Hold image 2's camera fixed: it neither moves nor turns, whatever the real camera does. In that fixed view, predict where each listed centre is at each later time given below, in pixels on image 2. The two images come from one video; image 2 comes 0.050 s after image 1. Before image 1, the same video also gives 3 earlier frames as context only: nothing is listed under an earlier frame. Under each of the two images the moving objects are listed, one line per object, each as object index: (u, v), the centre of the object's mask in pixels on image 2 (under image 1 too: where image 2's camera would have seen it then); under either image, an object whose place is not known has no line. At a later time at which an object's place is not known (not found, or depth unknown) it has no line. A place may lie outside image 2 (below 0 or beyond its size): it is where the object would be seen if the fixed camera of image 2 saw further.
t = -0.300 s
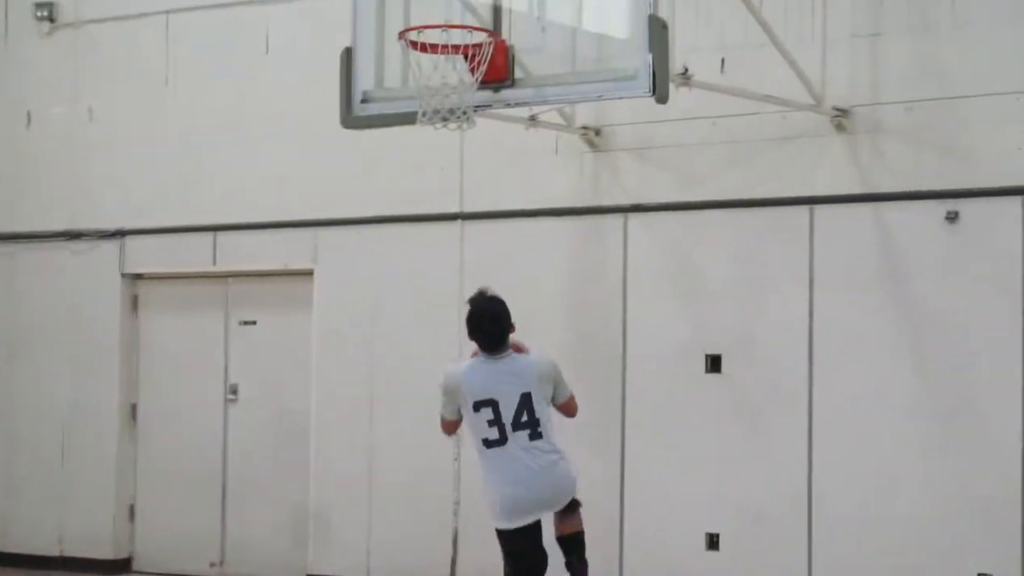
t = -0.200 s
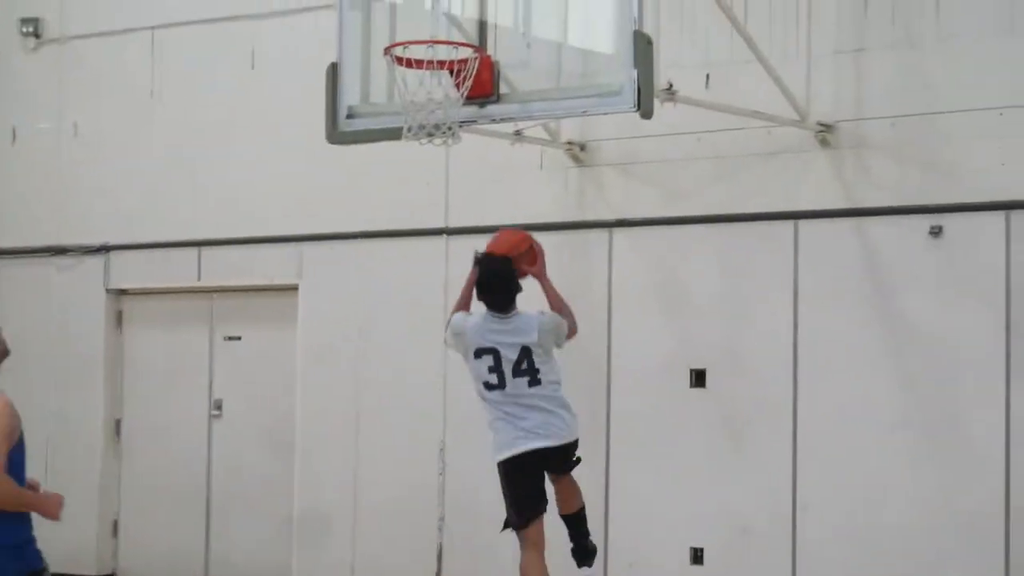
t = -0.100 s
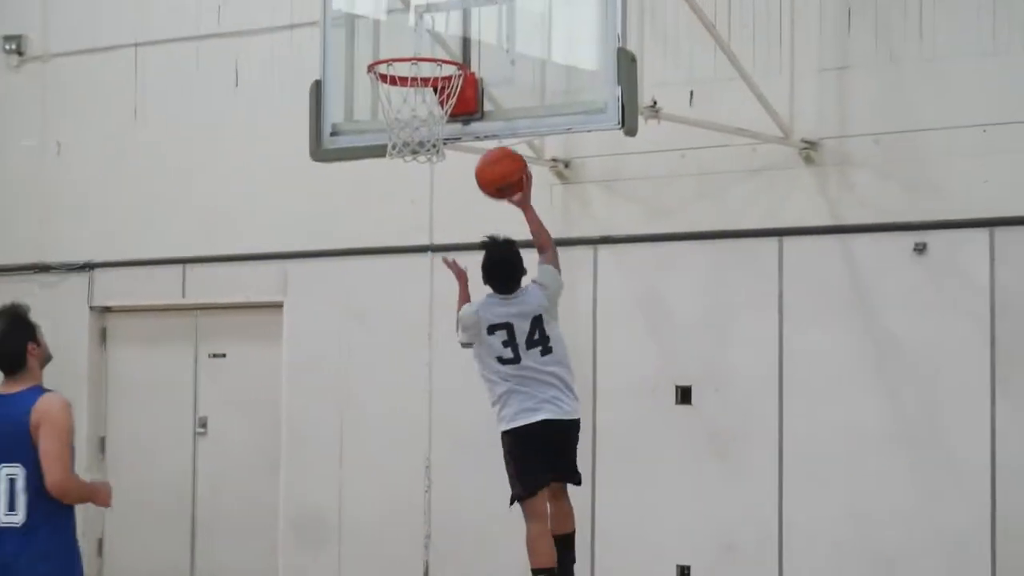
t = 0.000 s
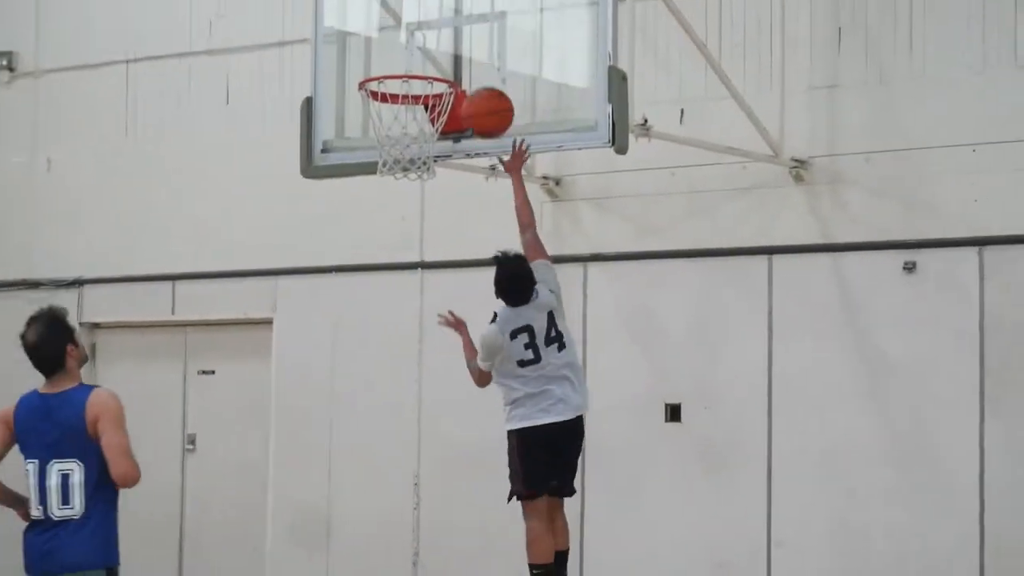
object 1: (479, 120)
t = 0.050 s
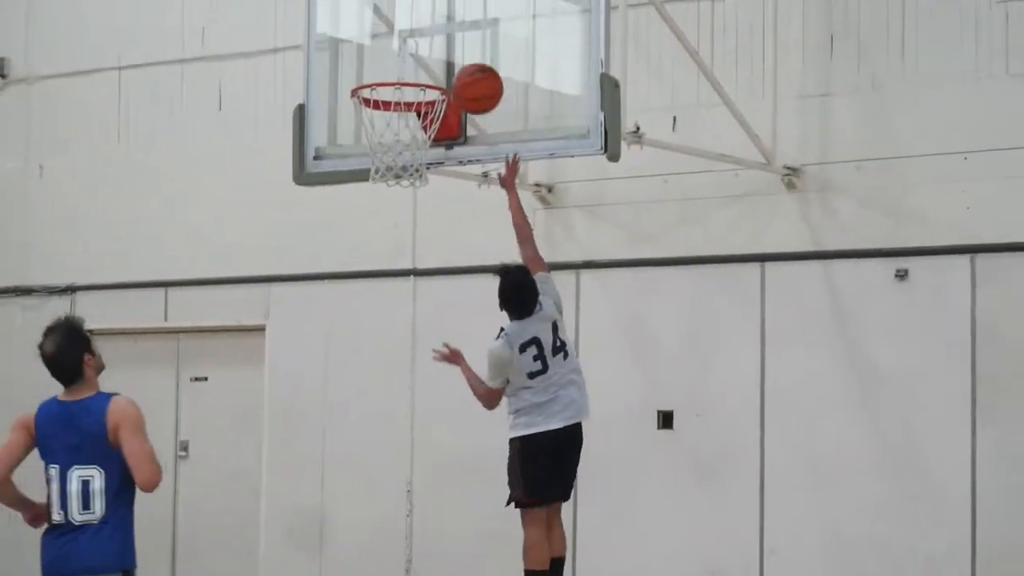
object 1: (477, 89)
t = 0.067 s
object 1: (477, 79)
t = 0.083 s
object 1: (476, 71)
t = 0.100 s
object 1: (475, 63)
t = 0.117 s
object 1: (474, 55)
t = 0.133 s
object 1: (473, 49)
